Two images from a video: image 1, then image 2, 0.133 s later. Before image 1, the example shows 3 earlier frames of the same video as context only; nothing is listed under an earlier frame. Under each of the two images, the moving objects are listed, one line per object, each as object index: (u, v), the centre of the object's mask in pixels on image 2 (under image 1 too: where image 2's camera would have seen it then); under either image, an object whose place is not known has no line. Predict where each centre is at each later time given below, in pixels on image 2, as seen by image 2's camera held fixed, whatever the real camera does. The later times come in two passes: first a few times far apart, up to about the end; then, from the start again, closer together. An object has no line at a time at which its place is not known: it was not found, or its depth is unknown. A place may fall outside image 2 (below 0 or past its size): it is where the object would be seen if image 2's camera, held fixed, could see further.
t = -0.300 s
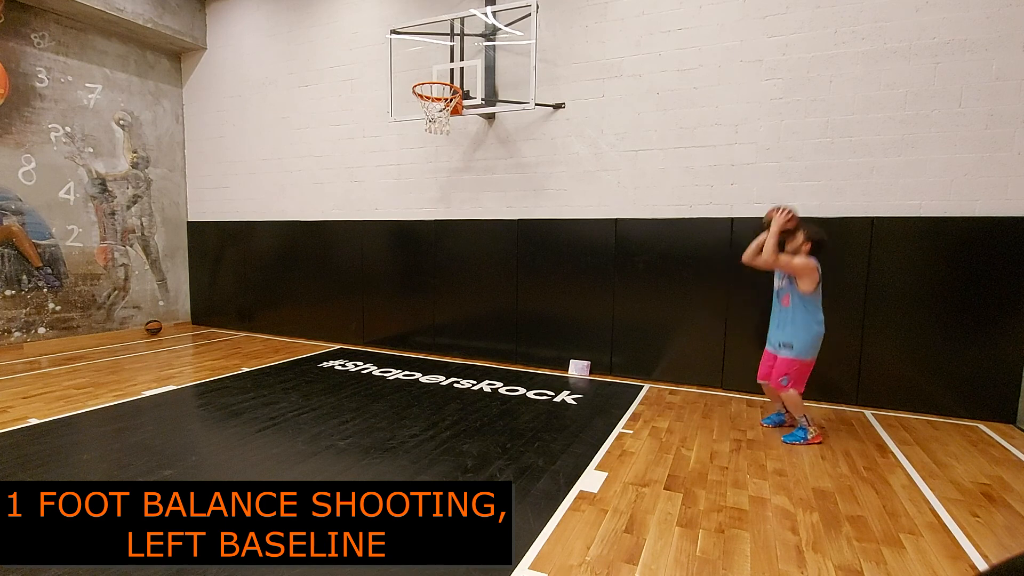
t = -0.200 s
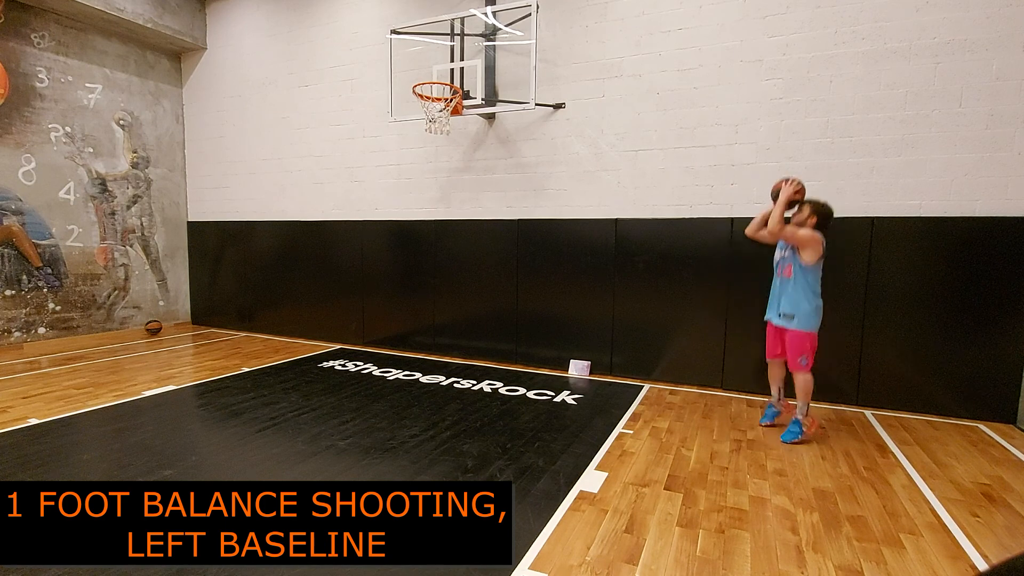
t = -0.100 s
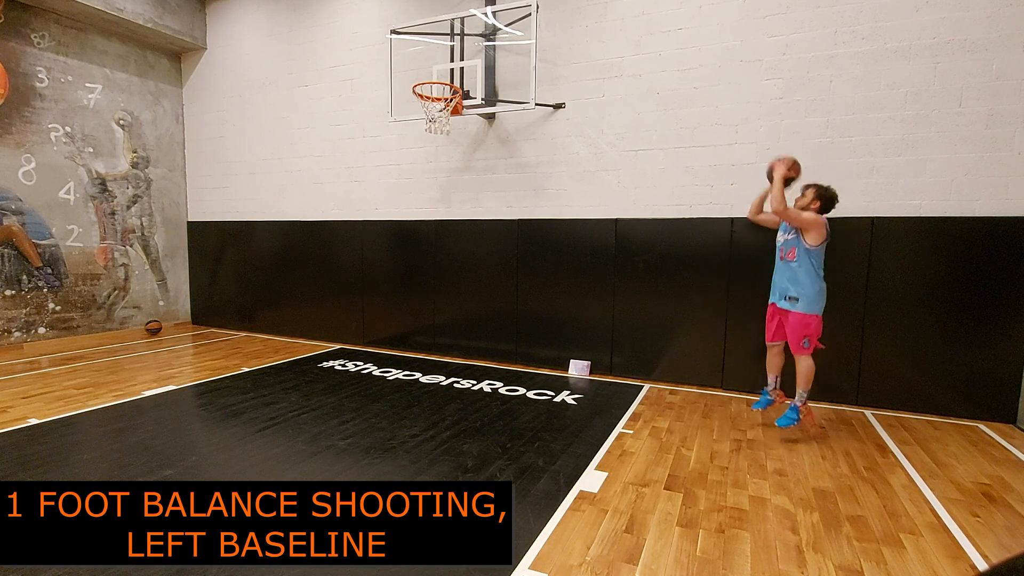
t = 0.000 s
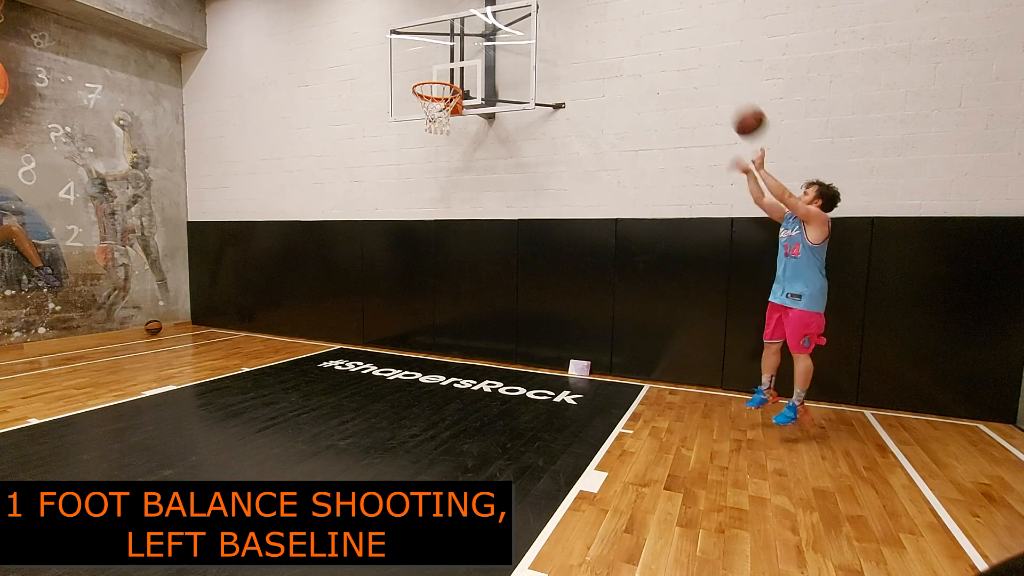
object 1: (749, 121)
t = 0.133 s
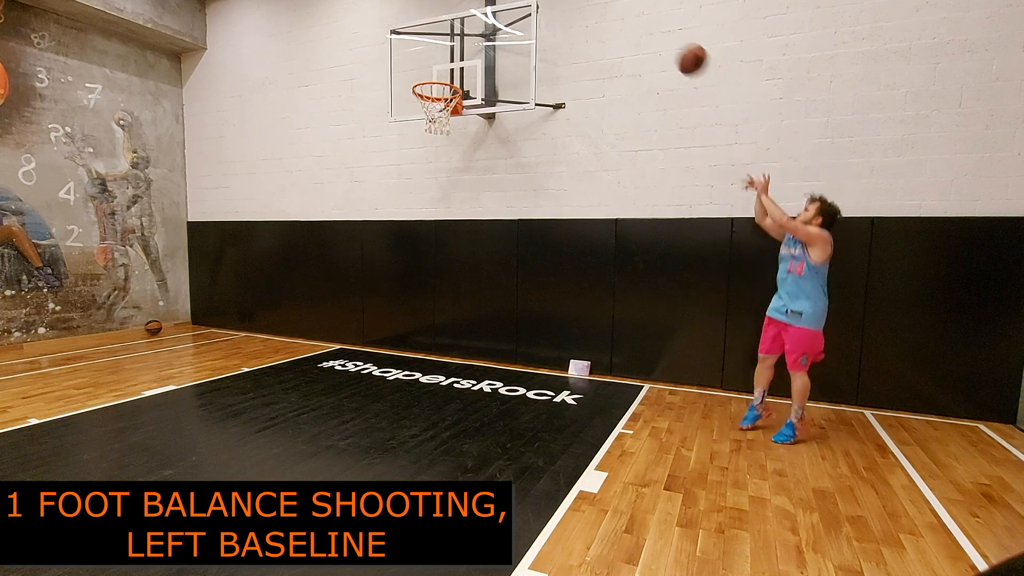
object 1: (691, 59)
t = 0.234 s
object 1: (650, 29)
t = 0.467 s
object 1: (561, 10)
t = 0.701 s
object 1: (484, 44)
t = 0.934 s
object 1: (429, 95)
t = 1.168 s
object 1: (445, 117)
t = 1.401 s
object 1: (455, 153)
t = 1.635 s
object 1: (464, 242)
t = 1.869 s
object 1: (474, 377)
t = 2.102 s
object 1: (477, 284)
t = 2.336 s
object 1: (480, 238)
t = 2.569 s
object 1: (482, 240)
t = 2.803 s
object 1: (484, 288)
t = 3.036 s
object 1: (485, 354)
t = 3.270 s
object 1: (487, 298)
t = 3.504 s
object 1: (489, 286)
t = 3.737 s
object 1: (490, 316)
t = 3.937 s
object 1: (492, 347)
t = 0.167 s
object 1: (677, 48)
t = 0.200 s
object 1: (664, 38)
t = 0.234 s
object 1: (650, 29)
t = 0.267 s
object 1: (637, 21)
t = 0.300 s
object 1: (624, 16)
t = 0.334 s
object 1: (611, 12)
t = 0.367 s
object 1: (598, 11)
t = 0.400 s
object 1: (586, 10)
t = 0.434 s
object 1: (573, 9)
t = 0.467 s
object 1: (561, 10)
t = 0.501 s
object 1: (550, 11)
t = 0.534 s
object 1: (539, 12)
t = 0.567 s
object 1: (527, 16)
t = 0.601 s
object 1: (516, 21)
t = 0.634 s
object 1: (505, 28)
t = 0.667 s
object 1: (493, 37)
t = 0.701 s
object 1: (484, 44)
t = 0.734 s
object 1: (473, 54)
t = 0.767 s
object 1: (463, 64)
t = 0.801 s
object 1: (454, 75)
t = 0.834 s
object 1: (446, 80)
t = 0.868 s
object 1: (440, 85)
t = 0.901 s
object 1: (433, 90)
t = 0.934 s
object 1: (429, 95)
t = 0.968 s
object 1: (431, 95)
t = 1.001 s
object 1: (432, 98)
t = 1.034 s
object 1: (435, 105)
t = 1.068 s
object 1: (438, 109)
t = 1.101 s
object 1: (439, 117)
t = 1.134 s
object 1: (442, 117)
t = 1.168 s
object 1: (445, 117)
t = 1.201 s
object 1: (447, 117)
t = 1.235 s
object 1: (448, 119)
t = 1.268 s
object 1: (450, 123)
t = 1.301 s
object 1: (451, 129)
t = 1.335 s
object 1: (453, 136)
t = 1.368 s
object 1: (454, 144)
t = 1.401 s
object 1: (455, 153)
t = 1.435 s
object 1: (457, 162)
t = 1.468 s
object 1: (458, 174)
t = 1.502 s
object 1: (459, 186)
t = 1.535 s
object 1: (461, 198)
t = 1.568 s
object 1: (462, 212)
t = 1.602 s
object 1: (463, 227)
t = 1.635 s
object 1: (464, 242)
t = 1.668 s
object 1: (466, 258)
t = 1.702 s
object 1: (467, 276)
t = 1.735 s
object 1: (469, 295)
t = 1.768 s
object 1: (470, 315)
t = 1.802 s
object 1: (471, 335)
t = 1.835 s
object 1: (472, 355)
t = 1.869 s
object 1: (474, 377)
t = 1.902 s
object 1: (474, 364)
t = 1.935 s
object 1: (475, 347)
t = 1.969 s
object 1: (475, 333)
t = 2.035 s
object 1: (476, 306)
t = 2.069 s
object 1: (477, 294)
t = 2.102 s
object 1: (477, 284)
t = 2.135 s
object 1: (478, 274)
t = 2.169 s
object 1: (478, 265)
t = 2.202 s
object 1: (478, 258)
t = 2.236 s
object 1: (479, 251)
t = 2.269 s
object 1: (479, 246)
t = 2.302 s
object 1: (479, 241)
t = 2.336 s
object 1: (480, 238)
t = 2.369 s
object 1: (480, 235)
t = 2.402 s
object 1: (480, 234)
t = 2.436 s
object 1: (480, 233)
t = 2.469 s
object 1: (481, 233)
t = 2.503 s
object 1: (481, 234)
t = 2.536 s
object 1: (481, 236)
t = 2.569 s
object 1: (482, 240)
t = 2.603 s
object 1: (482, 244)
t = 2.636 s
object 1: (482, 249)
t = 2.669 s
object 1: (482, 255)
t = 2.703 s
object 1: (483, 262)
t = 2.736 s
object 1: (483, 270)
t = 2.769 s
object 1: (483, 278)
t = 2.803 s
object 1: (484, 288)
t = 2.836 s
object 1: (484, 298)
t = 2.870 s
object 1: (484, 310)
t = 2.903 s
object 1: (484, 323)
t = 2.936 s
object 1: (484, 335)
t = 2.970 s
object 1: (485, 348)
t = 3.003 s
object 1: (484, 362)
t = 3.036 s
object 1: (485, 354)
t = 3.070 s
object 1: (485, 344)
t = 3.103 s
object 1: (485, 334)
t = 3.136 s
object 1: (486, 326)
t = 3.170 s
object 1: (486, 317)
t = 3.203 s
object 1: (486, 310)
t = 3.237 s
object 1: (487, 304)
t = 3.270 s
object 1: (487, 298)
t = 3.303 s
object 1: (487, 294)
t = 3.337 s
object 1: (488, 291)
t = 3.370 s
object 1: (488, 289)
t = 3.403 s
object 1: (488, 286)
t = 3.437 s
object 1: (489, 285)
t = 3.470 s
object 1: (489, 285)
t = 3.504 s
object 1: (489, 286)
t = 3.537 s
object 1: (489, 288)
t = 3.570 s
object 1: (489, 290)
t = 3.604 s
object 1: (490, 294)
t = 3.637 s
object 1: (490, 298)
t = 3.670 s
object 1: (490, 303)
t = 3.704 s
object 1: (490, 309)
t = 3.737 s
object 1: (490, 316)
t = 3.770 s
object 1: (491, 323)
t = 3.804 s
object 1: (491, 331)
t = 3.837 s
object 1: (491, 340)
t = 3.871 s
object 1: (491, 351)
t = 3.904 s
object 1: (491, 355)
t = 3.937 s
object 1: (492, 347)
